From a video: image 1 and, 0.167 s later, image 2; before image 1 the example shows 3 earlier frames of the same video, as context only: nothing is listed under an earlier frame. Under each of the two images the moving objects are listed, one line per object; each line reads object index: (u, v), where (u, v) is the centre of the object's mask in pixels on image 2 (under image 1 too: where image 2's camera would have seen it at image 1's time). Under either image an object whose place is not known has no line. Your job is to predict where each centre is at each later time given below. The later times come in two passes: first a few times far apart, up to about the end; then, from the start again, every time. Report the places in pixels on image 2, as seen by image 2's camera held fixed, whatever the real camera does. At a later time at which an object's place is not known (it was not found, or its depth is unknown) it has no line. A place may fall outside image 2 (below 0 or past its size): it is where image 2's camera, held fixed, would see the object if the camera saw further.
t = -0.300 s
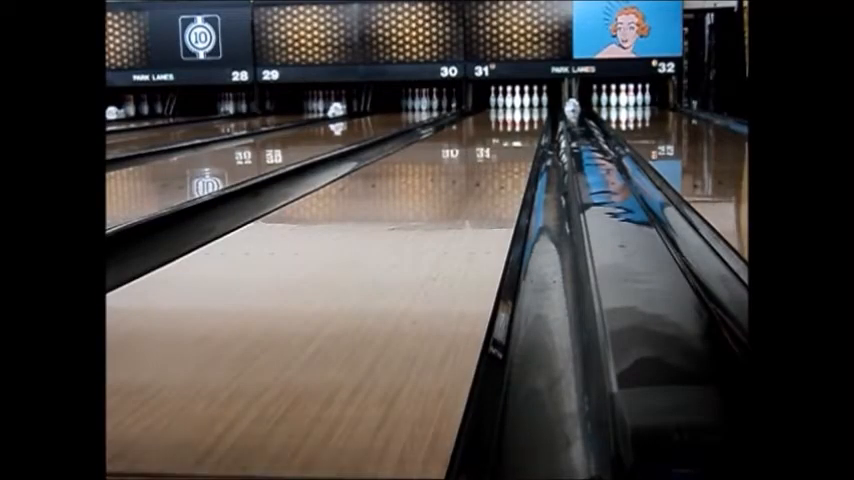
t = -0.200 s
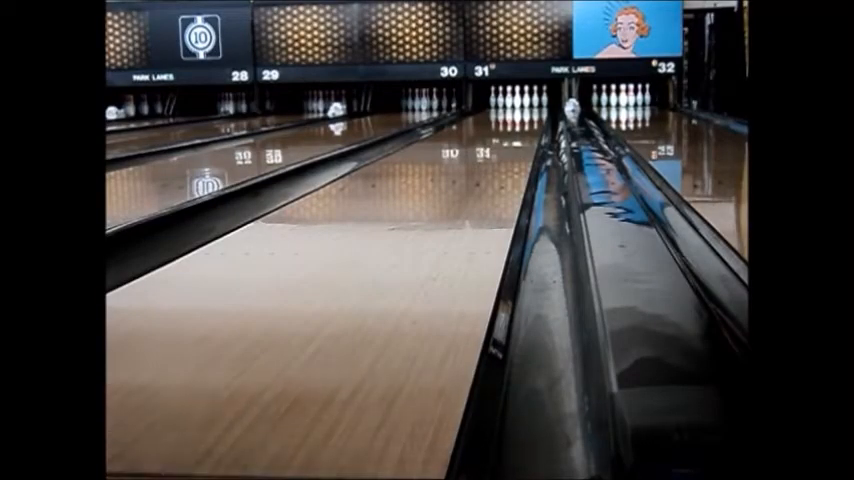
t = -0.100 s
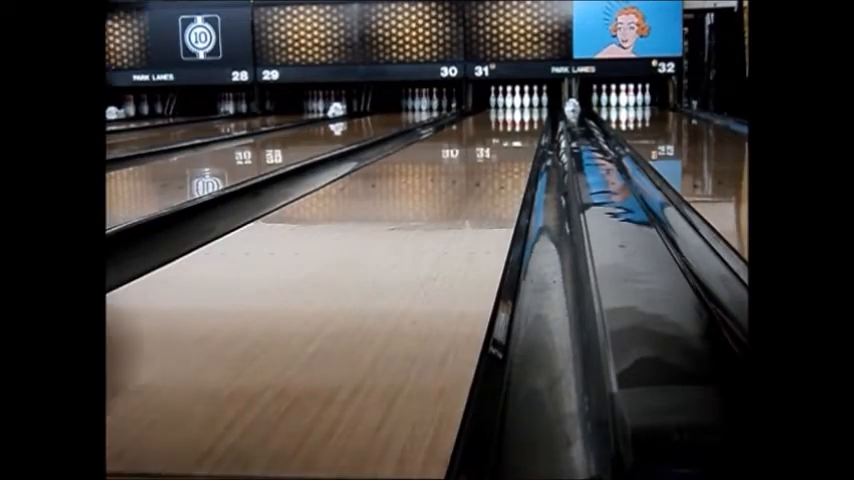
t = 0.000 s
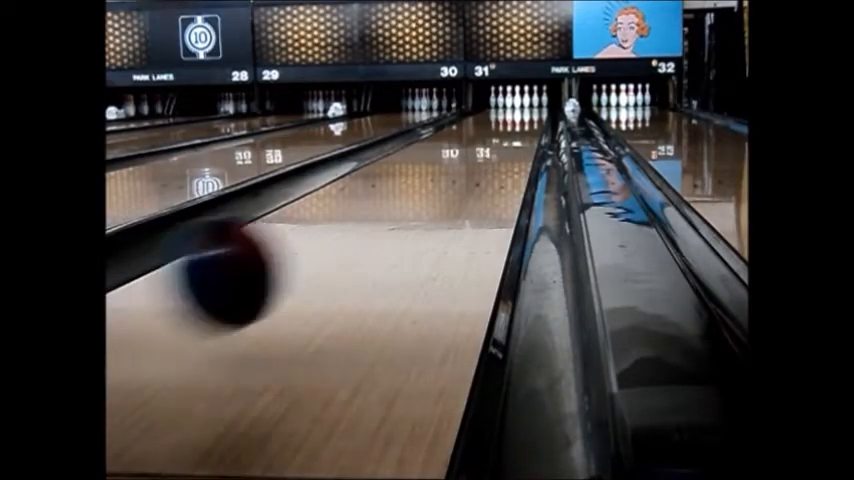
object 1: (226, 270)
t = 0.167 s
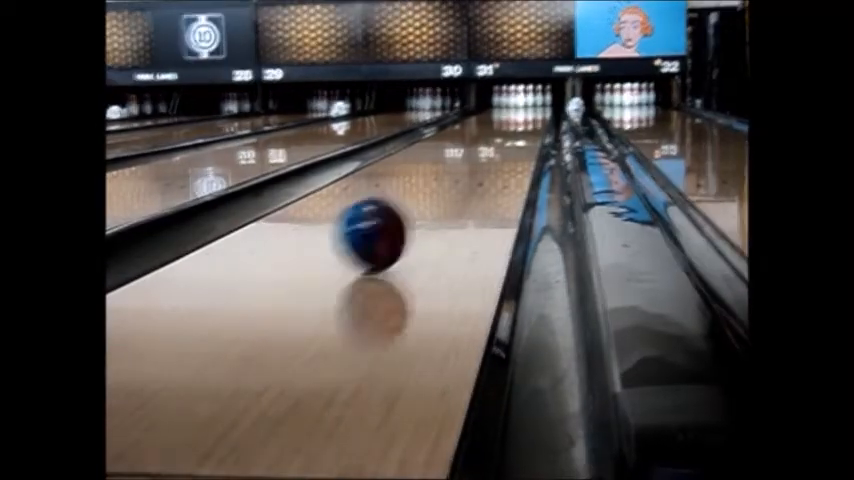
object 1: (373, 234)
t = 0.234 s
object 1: (406, 213)
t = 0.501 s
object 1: (477, 166)
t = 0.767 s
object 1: (511, 142)
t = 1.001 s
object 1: (527, 130)
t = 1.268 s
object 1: (537, 120)
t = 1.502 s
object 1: (541, 115)
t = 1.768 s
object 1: (541, 111)
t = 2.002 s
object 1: (539, 107)
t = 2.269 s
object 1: (532, 104)
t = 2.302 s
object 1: (531, 104)
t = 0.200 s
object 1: (391, 223)
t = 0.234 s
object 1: (406, 213)
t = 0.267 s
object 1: (419, 204)
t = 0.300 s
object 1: (430, 197)
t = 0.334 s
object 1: (440, 190)
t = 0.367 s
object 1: (450, 185)
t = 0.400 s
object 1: (458, 180)
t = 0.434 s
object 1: (465, 174)
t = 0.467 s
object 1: (471, 170)
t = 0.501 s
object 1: (477, 166)
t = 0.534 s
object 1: (483, 162)
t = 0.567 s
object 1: (488, 159)
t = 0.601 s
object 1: (493, 154)
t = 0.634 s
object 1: (498, 151)
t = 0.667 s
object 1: (501, 149)
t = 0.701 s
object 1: (504, 146)
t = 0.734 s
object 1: (508, 144)
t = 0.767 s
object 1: (511, 142)
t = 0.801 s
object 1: (514, 140)
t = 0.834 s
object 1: (517, 138)
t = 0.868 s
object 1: (519, 136)
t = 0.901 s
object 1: (521, 134)
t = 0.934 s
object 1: (524, 133)
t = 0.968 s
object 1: (526, 131)
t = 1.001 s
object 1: (527, 130)
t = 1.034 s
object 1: (529, 129)
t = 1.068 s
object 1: (531, 127)
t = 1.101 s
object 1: (533, 126)
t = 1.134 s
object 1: (533, 125)
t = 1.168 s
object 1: (534, 123)
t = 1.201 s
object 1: (535, 123)
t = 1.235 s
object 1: (536, 122)
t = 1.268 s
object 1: (537, 120)
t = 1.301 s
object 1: (538, 119)
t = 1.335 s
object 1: (539, 118)
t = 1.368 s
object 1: (539, 118)
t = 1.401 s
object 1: (541, 117)
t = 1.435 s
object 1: (540, 117)
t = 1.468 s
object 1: (541, 116)
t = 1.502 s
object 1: (541, 115)
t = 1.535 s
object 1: (542, 115)
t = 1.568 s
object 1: (540, 113)
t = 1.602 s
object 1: (540, 113)
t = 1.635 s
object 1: (542, 113)
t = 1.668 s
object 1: (540, 112)
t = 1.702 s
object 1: (542, 111)
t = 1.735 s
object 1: (542, 111)
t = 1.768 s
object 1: (541, 111)
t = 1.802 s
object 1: (542, 110)
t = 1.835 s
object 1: (541, 110)
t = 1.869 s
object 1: (542, 109)
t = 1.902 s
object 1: (541, 108)
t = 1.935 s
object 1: (540, 108)
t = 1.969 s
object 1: (540, 108)
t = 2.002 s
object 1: (539, 107)
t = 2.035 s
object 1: (538, 106)
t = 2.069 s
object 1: (537, 106)
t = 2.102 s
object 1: (537, 106)
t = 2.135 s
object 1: (537, 106)
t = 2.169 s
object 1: (536, 105)
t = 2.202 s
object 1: (535, 105)
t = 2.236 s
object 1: (534, 105)
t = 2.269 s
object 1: (532, 104)
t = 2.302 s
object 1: (531, 104)
